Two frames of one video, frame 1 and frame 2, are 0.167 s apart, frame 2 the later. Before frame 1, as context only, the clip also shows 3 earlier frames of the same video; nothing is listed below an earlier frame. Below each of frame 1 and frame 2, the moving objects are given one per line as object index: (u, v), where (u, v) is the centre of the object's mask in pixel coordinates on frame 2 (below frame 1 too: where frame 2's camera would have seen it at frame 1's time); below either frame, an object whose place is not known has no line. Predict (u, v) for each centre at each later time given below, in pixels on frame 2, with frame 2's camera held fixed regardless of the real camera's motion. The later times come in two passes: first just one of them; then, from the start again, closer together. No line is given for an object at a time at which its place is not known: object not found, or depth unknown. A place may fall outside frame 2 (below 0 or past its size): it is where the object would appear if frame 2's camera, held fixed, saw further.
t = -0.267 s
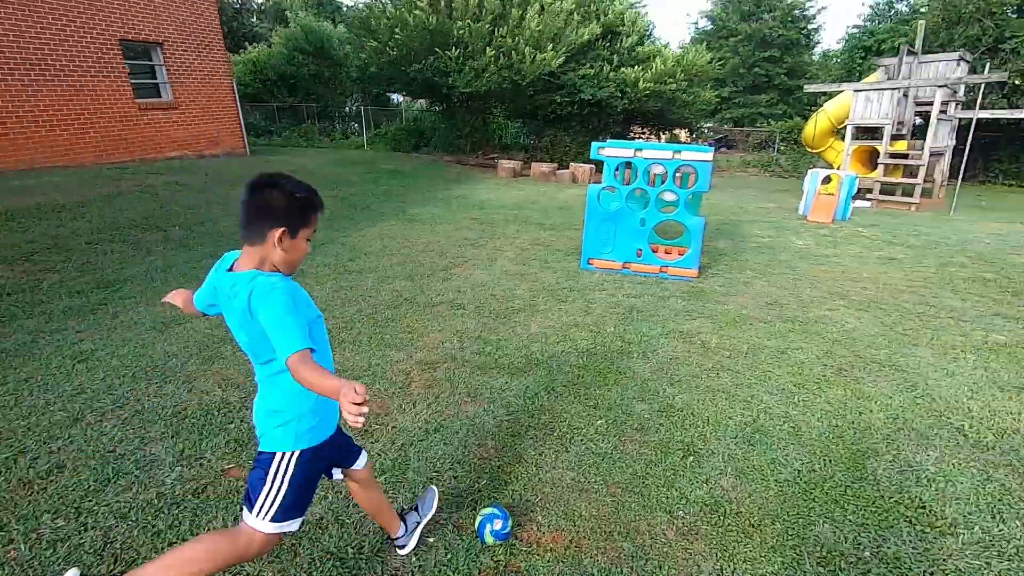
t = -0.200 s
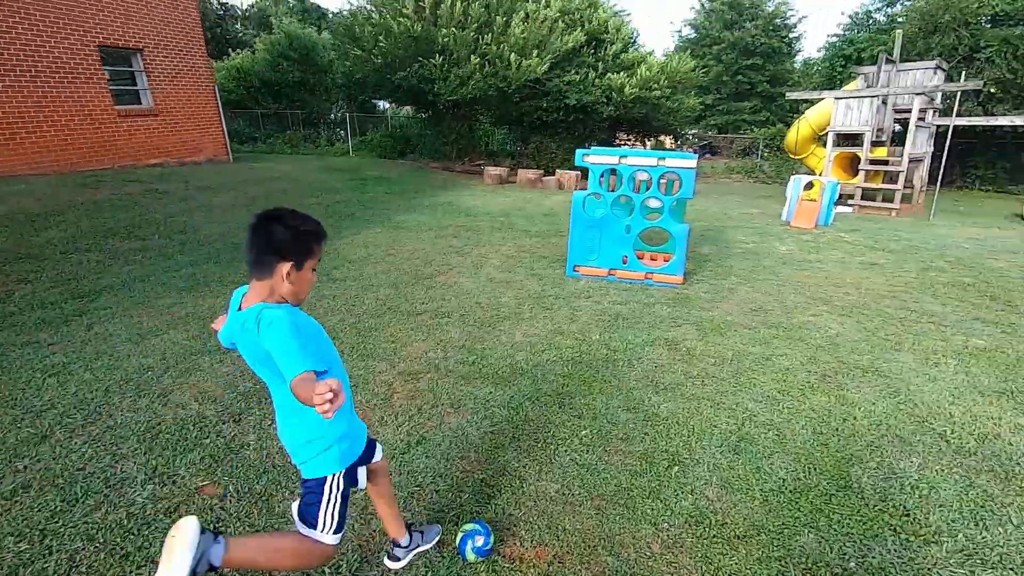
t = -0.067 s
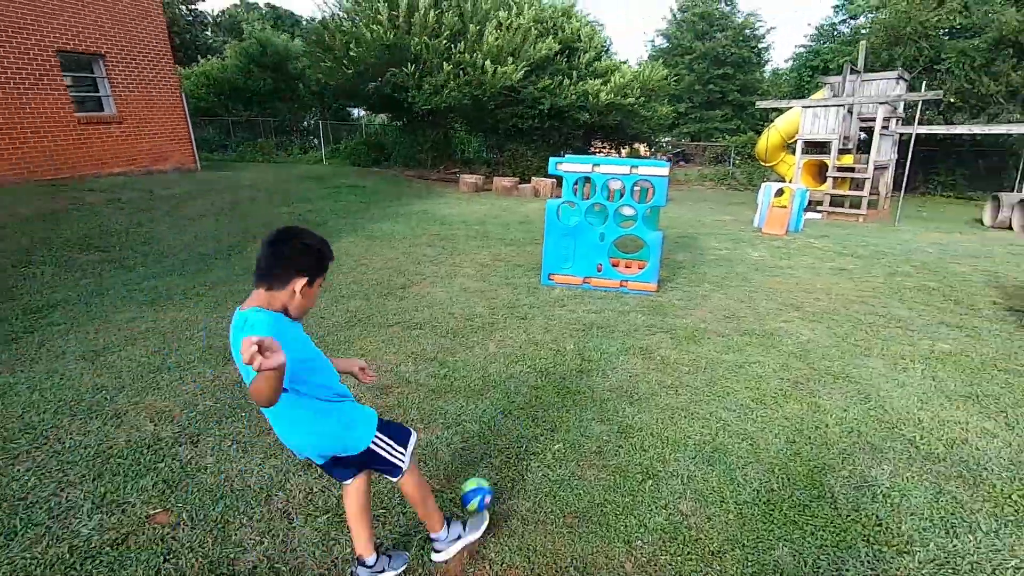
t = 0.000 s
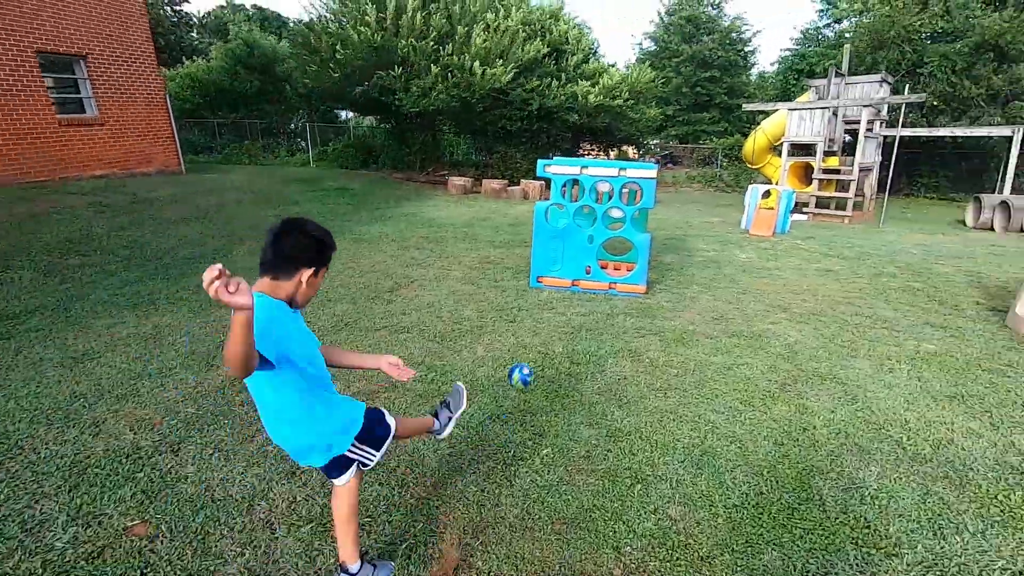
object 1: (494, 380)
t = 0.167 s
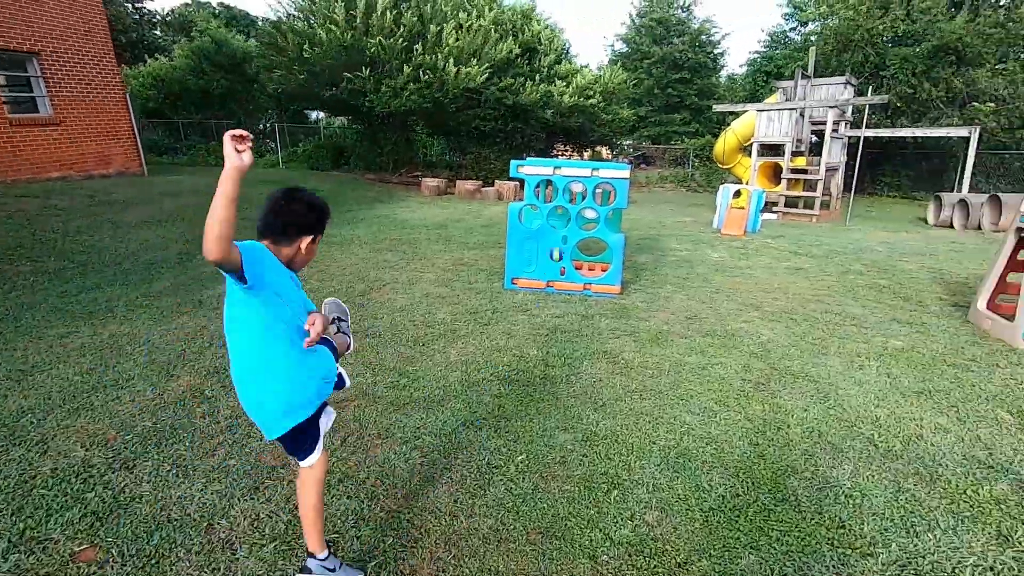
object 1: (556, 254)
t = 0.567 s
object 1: (599, 339)
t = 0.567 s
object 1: (599, 339)
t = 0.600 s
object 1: (602, 343)
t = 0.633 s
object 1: (604, 339)
